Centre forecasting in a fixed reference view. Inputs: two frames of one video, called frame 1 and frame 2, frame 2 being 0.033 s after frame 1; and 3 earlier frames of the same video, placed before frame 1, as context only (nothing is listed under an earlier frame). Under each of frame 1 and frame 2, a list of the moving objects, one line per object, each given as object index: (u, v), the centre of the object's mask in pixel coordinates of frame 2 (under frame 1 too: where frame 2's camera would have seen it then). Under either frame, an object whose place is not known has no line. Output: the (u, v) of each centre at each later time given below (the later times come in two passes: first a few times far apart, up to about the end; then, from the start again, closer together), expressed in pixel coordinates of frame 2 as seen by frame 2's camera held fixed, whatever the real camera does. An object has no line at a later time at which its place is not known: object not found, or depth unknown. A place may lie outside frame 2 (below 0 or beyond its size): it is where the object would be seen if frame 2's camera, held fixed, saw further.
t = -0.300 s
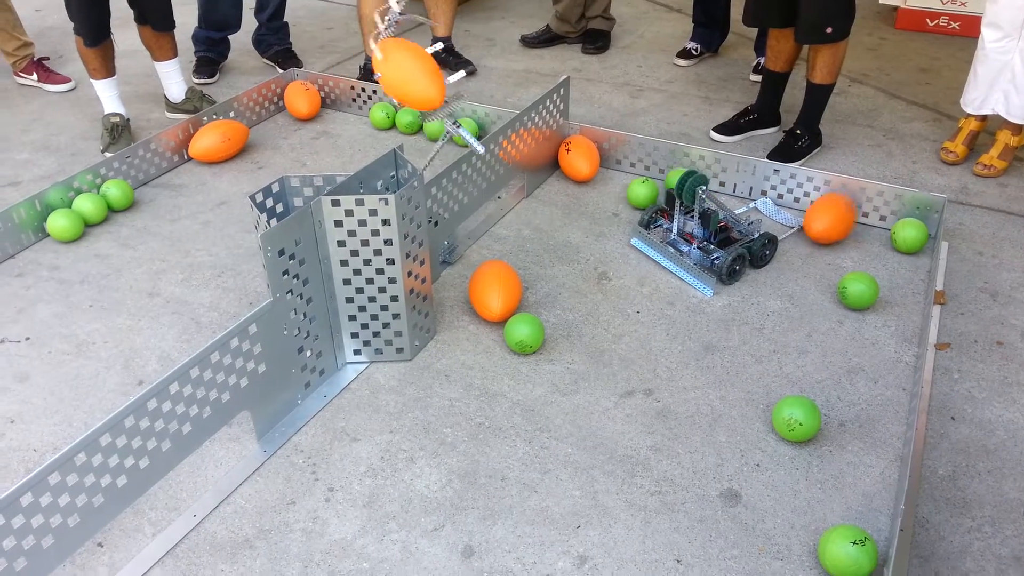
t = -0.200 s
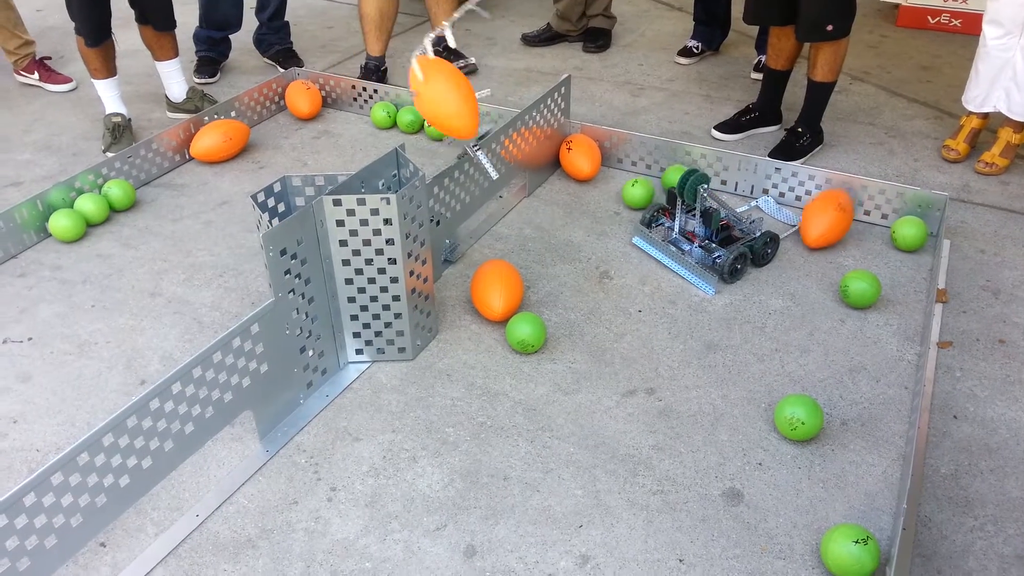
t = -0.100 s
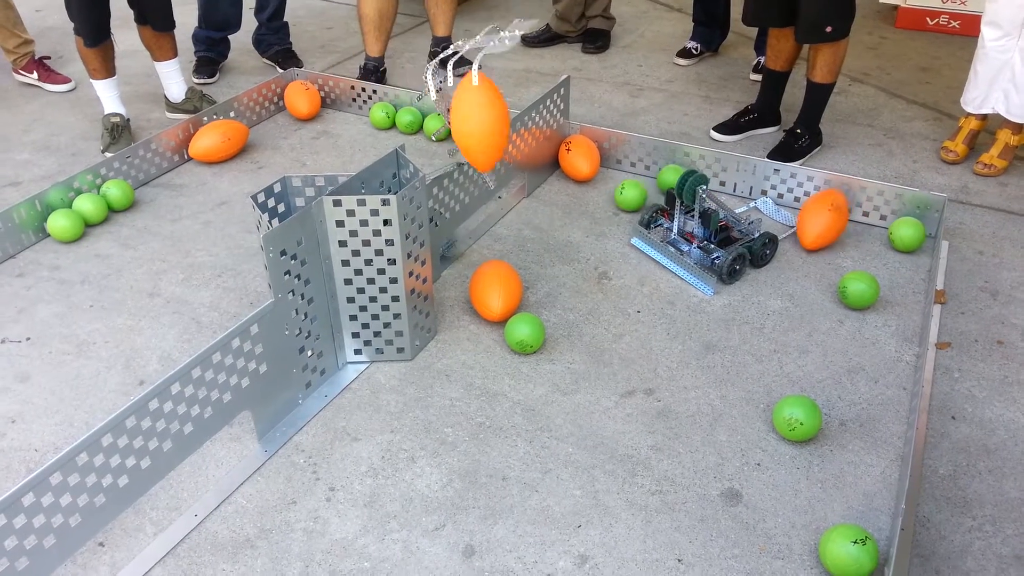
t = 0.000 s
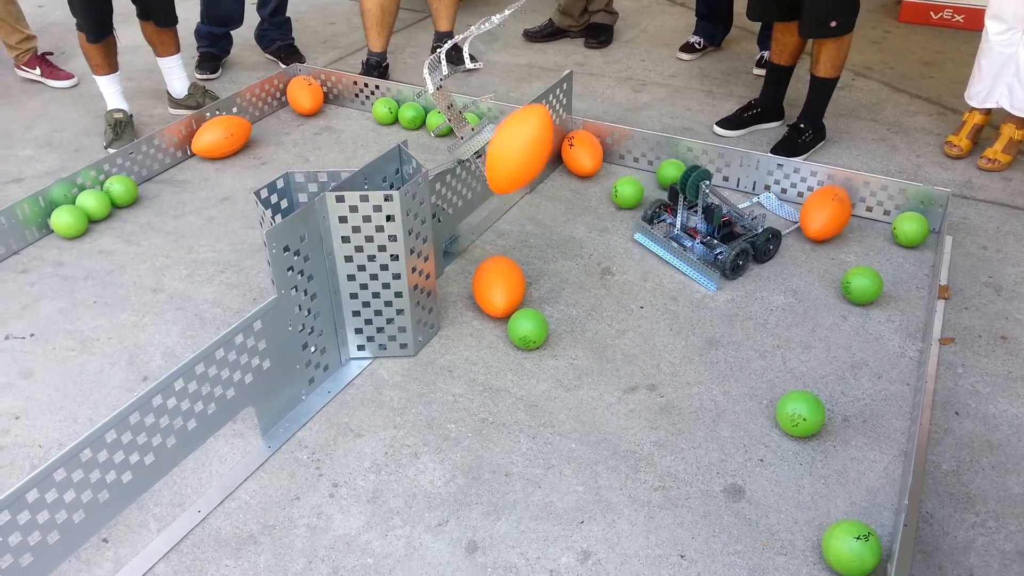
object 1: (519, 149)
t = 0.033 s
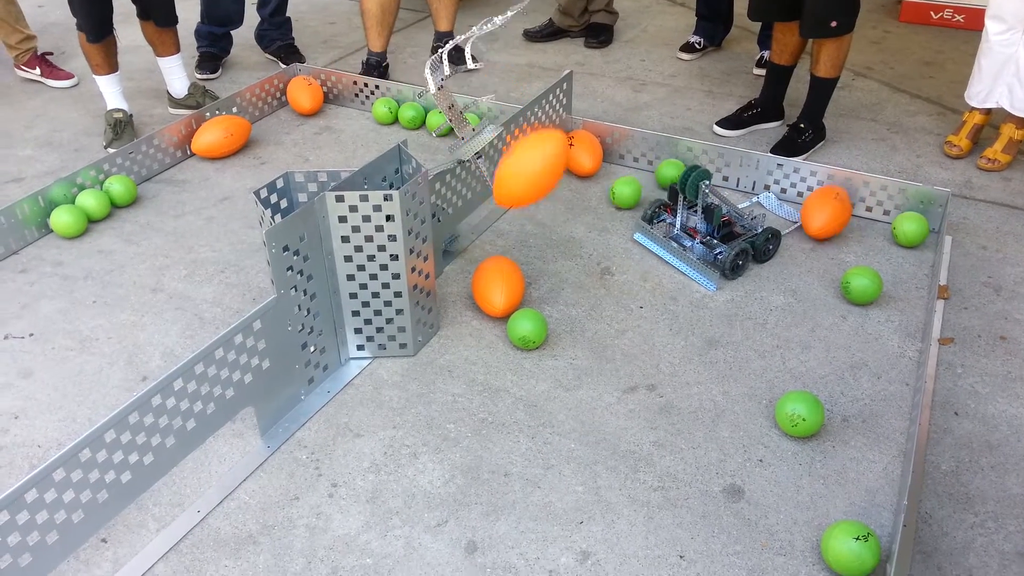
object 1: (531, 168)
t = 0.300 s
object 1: (566, 246)
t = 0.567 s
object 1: (524, 273)
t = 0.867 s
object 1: (454, 348)
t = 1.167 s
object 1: (427, 405)
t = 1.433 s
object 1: (395, 432)
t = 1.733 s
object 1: (343, 455)
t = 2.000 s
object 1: (336, 493)
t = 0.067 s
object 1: (542, 192)
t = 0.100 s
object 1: (554, 220)
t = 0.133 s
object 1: (565, 252)
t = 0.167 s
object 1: (575, 287)
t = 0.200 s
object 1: (579, 296)
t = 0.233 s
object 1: (574, 277)
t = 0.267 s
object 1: (571, 260)
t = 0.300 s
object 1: (566, 246)
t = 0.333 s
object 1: (561, 236)
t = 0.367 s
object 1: (556, 229)
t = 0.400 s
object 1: (551, 226)
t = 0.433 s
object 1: (545, 227)
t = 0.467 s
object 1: (540, 232)
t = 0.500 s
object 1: (535, 241)
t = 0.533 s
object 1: (530, 255)
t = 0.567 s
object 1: (524, 273)
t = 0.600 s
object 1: (519, 295)
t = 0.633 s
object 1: (512, 307)
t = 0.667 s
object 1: (503, 310)
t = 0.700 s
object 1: (492, 316)
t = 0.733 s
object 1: (483, 327)
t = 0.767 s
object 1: (475, 344)
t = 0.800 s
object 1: (466, 359)
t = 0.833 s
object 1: (460, 353)
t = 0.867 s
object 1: (454, 348)
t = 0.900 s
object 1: (449, 347)
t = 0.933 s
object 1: (443, 350)
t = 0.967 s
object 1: (437, 357)
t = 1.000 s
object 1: (432, 368)
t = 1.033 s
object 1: (426, 379)
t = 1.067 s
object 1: (426, 381)
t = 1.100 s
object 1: (427, 385)
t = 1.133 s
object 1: (427, 394)
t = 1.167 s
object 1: (427, 405)
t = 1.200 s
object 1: (425, 405)
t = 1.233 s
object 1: (422, 406)
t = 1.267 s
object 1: (420, 411)
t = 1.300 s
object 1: (417, 416)
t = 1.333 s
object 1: (413, 418)
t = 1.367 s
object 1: (410, 424)
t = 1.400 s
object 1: (403, 428)
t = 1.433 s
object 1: (395, 432)
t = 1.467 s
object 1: (387, 435)
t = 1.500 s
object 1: (379, 437)
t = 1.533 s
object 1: (371, 438)
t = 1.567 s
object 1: (363, 439)
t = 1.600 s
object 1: (356, 440)
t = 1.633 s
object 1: (351, 441)
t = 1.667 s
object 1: (347, 444)
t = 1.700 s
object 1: (345, 449)
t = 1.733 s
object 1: (343, 455)
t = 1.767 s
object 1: (342, 462)
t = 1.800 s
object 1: (342, 469)
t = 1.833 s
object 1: (343, 476)
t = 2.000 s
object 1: (336, 493)
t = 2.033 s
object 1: (332, 496)
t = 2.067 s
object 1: (328, 498)
